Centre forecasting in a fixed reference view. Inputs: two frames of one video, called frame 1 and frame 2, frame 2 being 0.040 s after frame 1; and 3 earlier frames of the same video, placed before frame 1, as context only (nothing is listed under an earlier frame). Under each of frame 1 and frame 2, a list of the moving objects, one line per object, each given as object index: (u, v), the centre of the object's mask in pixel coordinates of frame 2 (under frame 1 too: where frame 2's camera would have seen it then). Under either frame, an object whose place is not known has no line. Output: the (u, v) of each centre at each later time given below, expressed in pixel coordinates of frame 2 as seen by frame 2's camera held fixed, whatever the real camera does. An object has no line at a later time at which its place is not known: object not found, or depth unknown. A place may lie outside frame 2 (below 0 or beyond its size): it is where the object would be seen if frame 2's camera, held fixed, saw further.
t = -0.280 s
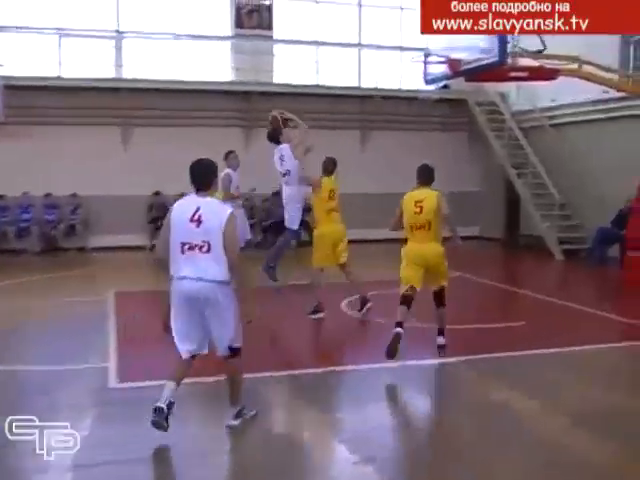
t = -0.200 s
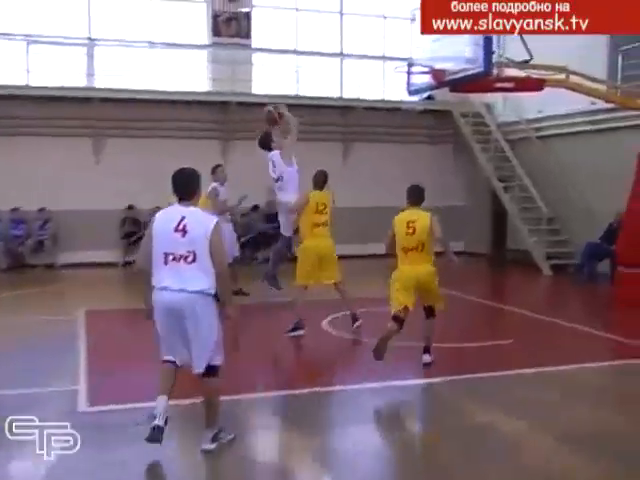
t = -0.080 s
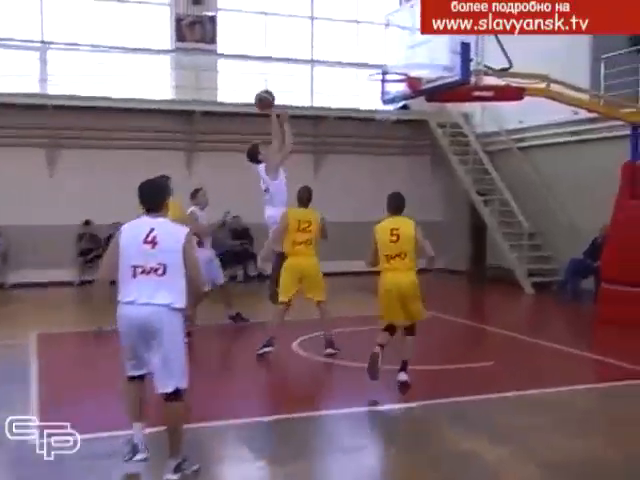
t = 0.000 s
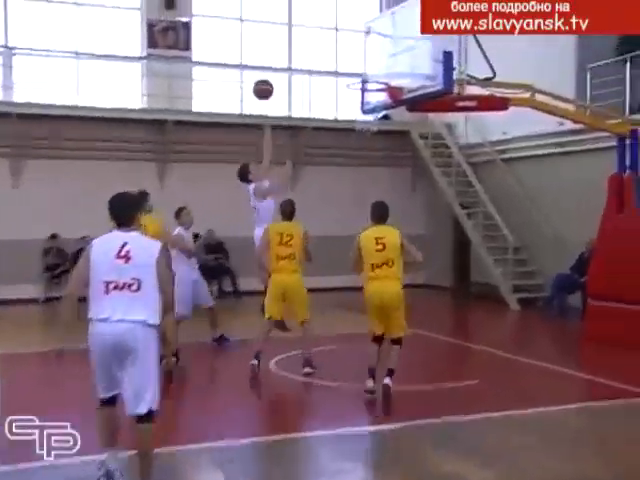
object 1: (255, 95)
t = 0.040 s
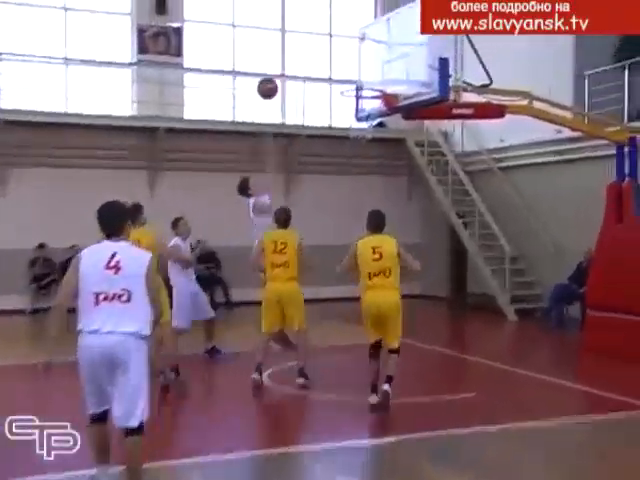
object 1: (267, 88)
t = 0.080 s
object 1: (280, 82)
